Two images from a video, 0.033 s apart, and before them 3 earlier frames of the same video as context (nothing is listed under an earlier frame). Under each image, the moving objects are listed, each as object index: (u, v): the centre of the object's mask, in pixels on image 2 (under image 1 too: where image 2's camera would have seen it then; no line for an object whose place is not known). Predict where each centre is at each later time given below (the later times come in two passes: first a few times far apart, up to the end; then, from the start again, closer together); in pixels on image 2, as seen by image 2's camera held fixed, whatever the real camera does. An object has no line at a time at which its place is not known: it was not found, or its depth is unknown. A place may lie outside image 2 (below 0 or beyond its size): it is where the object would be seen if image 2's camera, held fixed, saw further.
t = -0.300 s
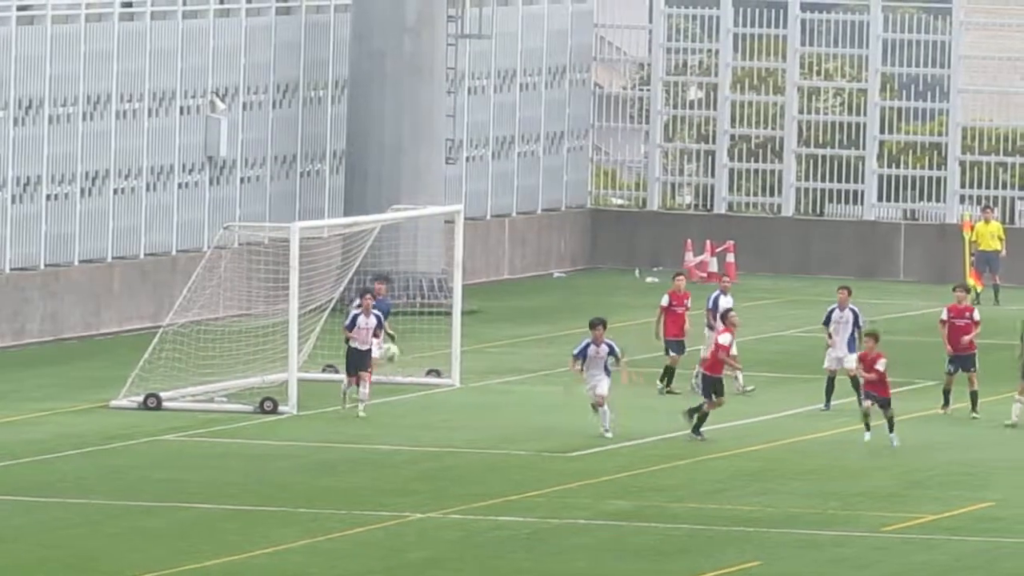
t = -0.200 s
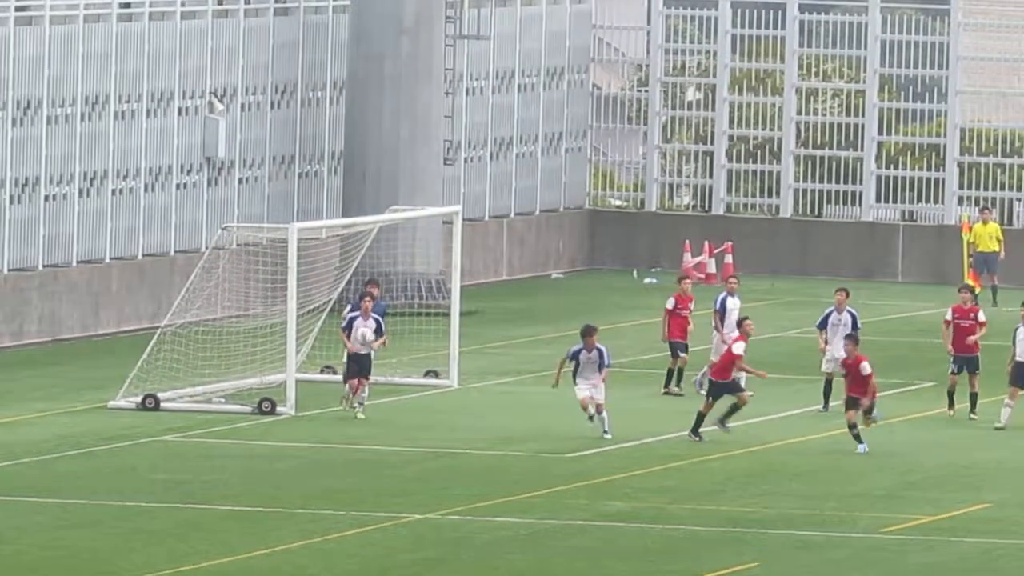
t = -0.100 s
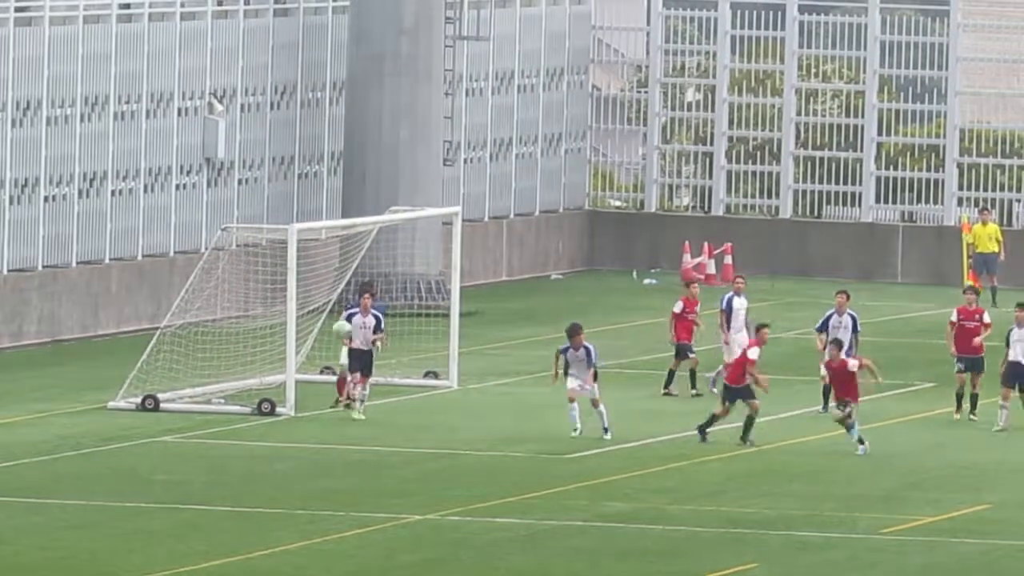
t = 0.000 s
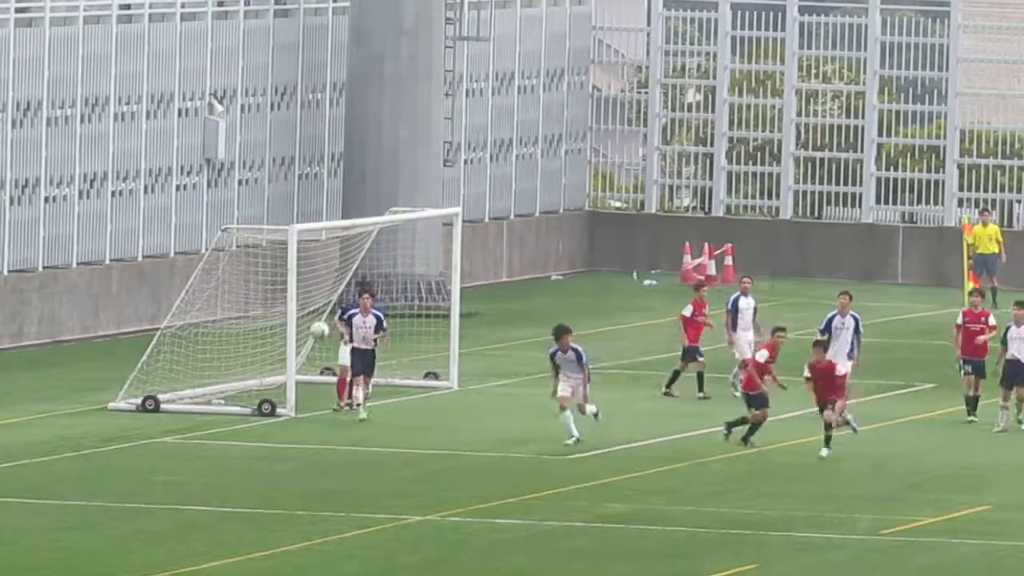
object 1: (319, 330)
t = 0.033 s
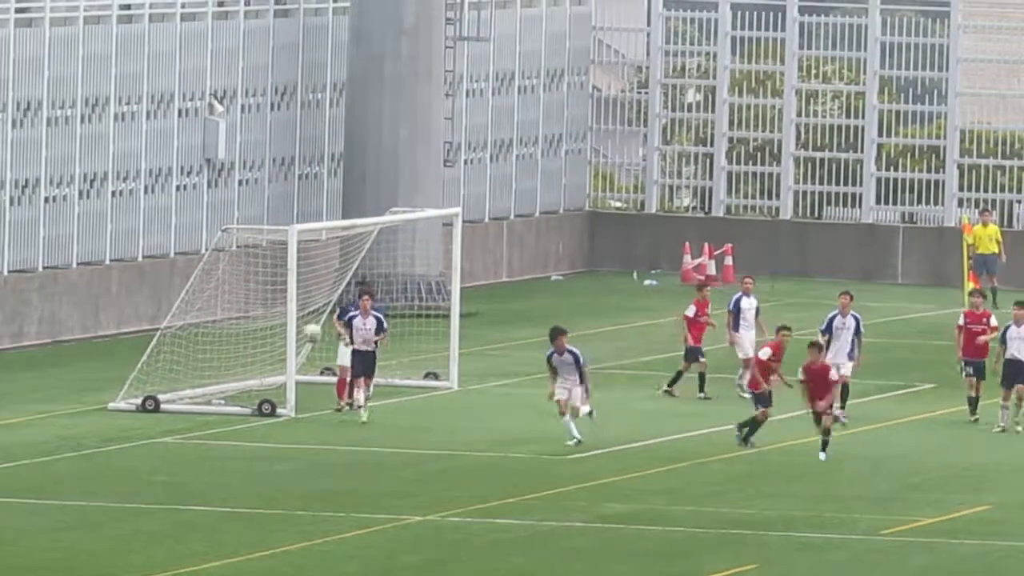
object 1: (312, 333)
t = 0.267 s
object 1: (257, 374)
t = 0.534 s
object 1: (191, 476)
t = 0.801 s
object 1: (119, 442)
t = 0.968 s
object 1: (74, 436)
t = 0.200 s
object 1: (272, 358)
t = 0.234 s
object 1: (264, 365)
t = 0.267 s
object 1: (257, 374)
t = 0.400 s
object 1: (225, 417)
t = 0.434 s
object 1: (215, 432)
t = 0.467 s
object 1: (207, 446)
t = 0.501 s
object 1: (199, 461)
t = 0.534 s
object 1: (191, 476)
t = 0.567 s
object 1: (182, 490)
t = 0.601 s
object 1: (172, 480)
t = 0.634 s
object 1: (163, 471)
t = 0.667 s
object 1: (154, 464)
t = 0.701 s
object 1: (146, 457)
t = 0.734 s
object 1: (137, 450)
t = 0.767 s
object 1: (128, 445)
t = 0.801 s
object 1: (119, 442)
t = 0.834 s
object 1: (110, 438)
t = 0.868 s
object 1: (101, 436)
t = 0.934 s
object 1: (82, 434)
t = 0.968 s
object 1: (74, 436)
